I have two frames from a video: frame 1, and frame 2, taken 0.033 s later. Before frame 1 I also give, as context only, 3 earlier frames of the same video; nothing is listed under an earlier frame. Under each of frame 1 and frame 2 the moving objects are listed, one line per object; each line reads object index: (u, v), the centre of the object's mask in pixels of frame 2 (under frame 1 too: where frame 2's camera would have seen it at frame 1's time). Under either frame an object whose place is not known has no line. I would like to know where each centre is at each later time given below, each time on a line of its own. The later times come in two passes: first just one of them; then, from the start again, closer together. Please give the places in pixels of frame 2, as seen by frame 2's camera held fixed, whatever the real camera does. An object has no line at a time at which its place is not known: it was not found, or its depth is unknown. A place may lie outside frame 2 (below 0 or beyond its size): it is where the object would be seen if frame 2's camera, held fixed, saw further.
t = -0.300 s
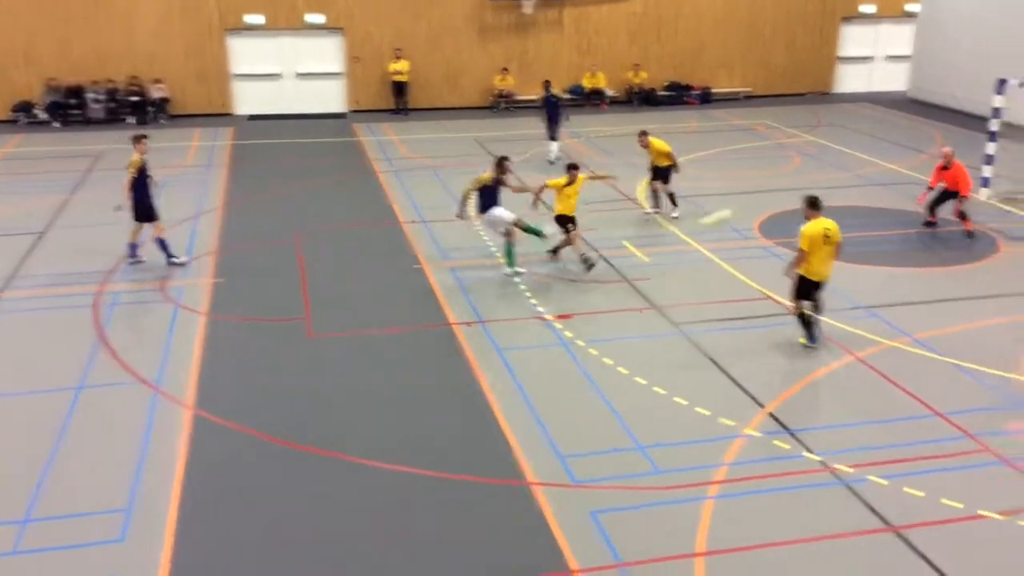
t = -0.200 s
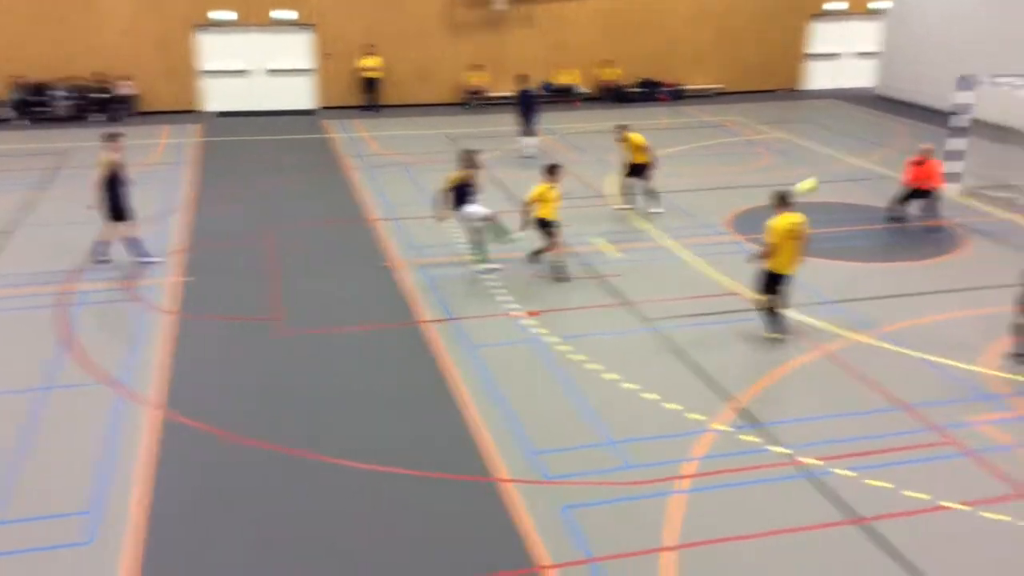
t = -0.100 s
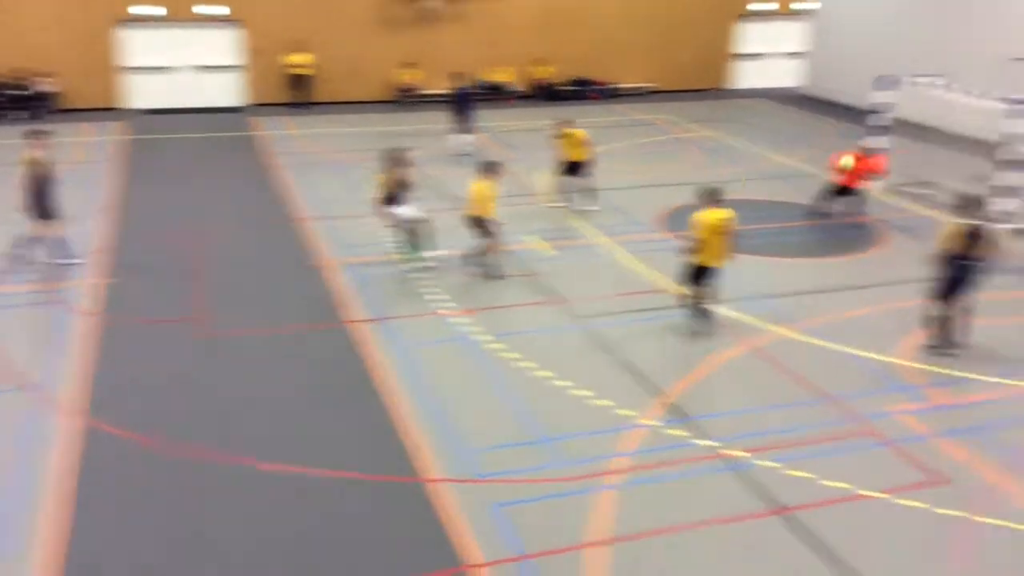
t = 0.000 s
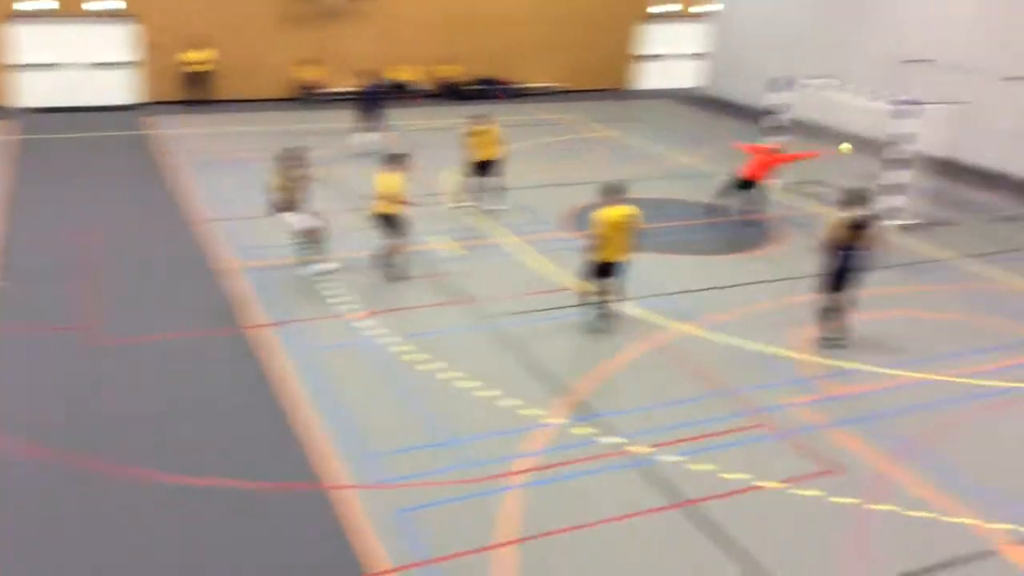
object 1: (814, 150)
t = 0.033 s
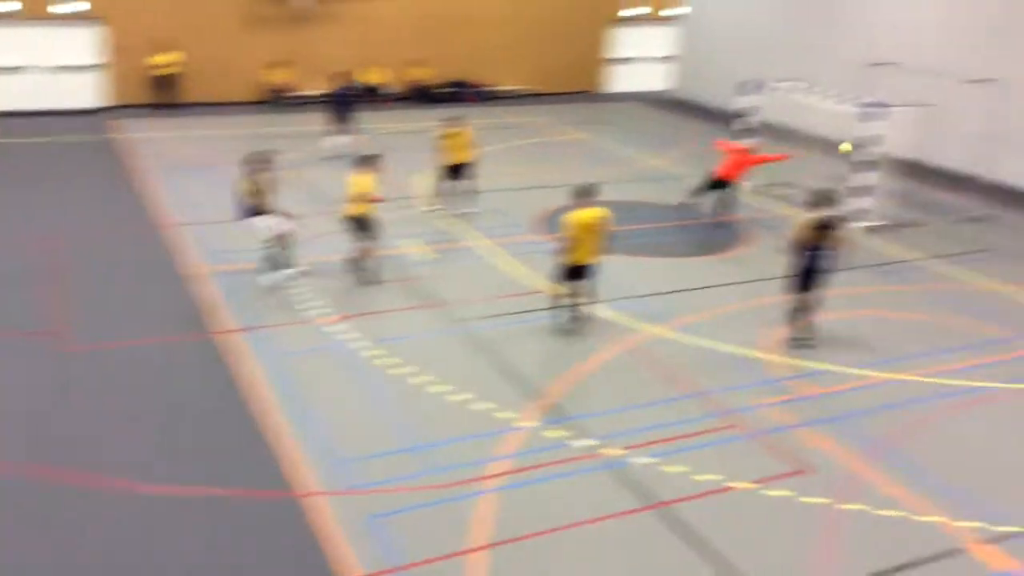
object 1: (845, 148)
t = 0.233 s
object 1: (1013, 149)
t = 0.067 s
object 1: (875, 146)
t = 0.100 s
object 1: (904, 147)
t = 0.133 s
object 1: (932, 146)
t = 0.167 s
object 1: (959, 145)
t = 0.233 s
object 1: (1013, 149)
